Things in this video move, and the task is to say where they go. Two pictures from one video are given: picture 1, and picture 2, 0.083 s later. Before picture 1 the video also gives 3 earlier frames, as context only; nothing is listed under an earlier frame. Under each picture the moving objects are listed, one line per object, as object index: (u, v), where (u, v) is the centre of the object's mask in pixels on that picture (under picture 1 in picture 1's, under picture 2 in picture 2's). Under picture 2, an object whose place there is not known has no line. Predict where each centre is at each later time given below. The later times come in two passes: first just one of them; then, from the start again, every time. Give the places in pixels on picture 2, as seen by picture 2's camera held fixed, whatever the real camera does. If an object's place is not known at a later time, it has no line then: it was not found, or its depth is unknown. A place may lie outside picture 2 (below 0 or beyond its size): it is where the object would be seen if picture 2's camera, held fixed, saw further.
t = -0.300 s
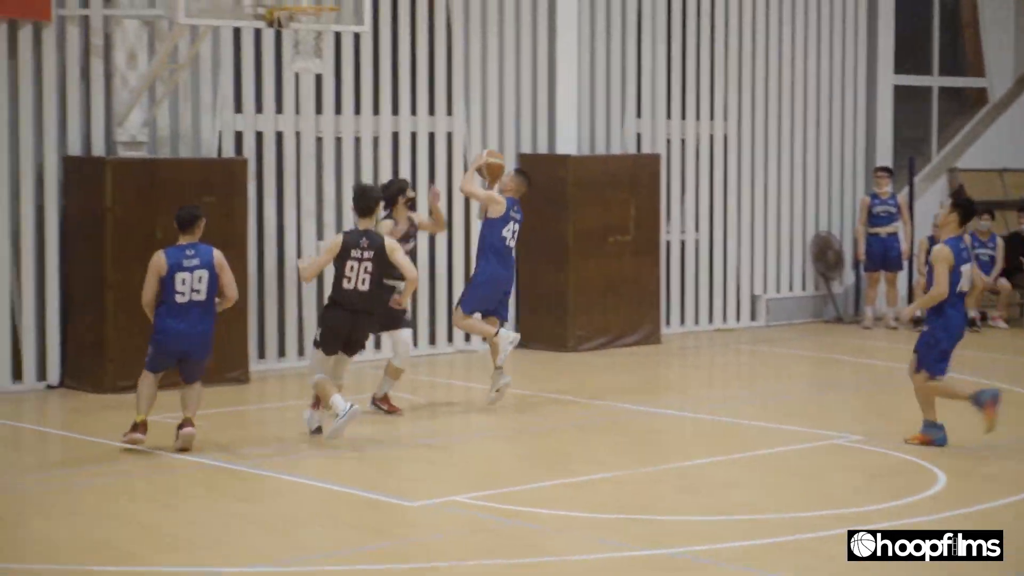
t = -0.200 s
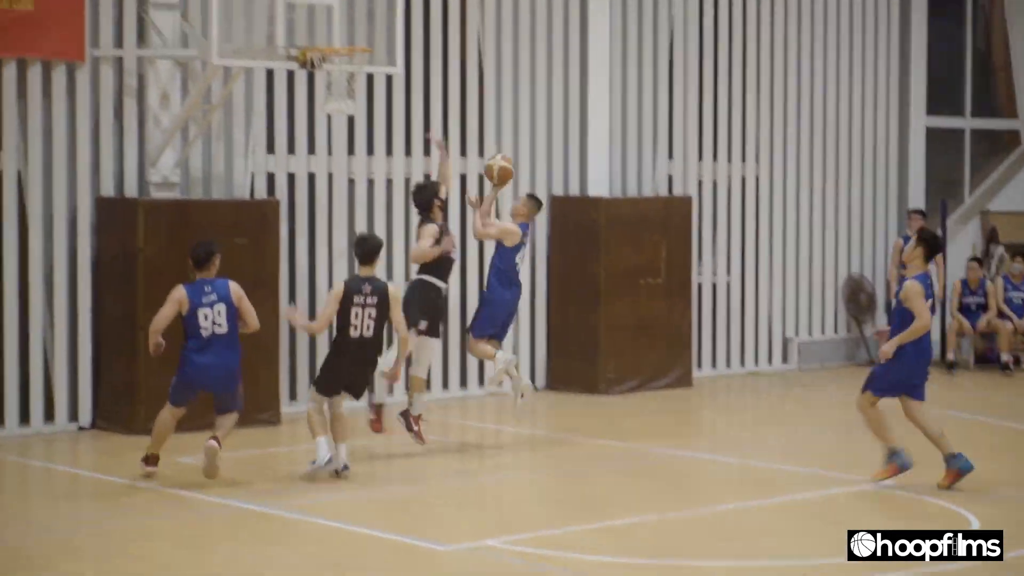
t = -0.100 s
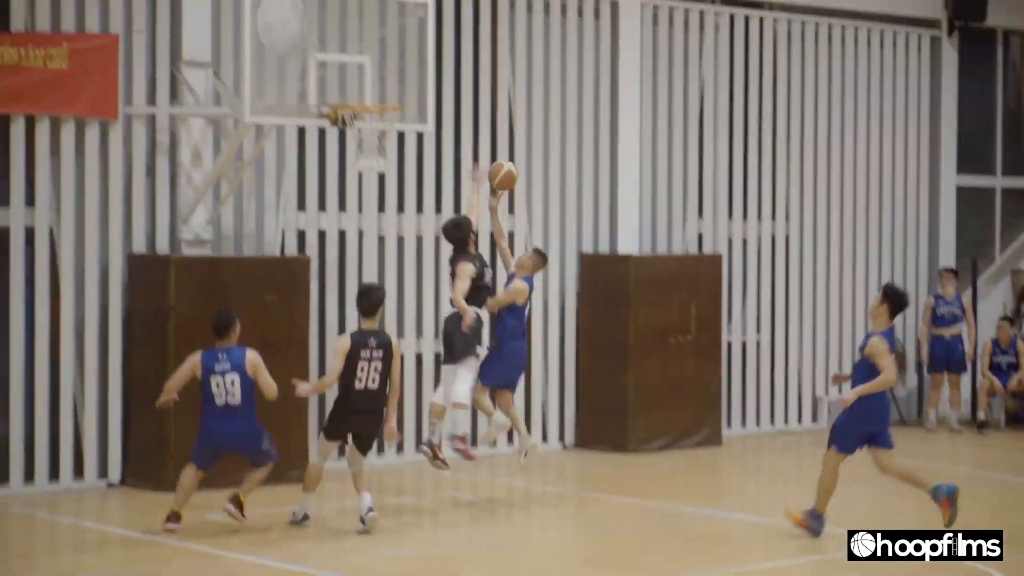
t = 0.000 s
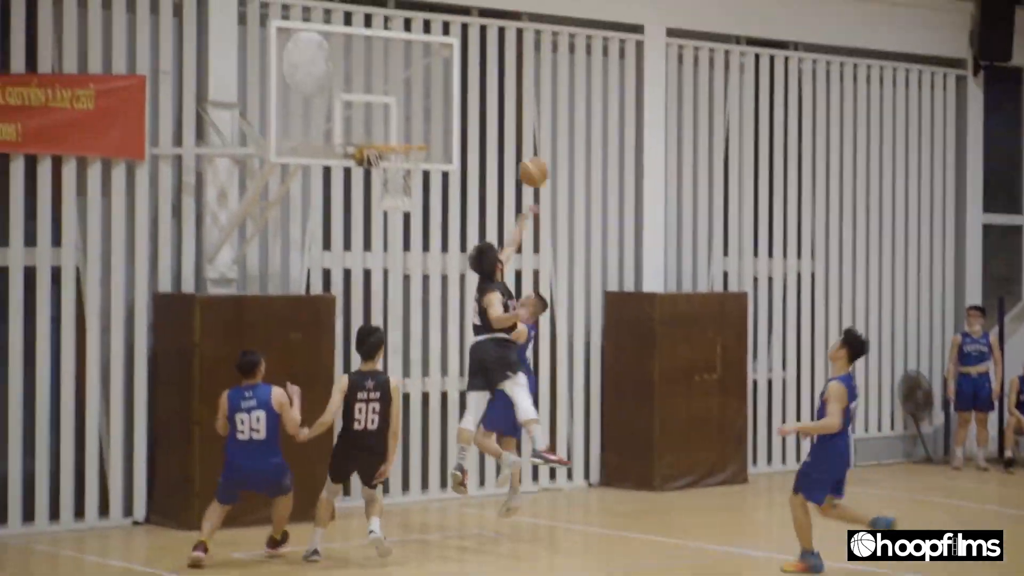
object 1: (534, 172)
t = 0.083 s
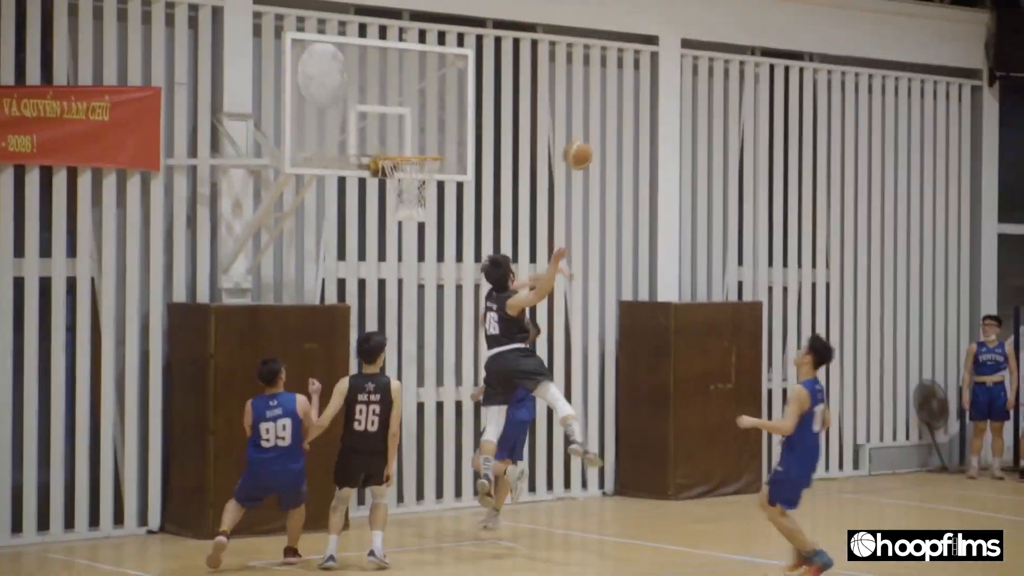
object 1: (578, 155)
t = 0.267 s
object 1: (641, 124)
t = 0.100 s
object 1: (583, 151)
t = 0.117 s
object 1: (589, 147)
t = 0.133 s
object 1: (594, 142)
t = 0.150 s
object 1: (600, 139)
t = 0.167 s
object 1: (606, 135)
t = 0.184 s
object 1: (611, 133)
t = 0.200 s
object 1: (618, 130)
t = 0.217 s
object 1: (624, 128)
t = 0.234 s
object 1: (629, 126)
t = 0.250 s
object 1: (635, 125)
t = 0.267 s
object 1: (641, 124)
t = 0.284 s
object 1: (647, 123)
